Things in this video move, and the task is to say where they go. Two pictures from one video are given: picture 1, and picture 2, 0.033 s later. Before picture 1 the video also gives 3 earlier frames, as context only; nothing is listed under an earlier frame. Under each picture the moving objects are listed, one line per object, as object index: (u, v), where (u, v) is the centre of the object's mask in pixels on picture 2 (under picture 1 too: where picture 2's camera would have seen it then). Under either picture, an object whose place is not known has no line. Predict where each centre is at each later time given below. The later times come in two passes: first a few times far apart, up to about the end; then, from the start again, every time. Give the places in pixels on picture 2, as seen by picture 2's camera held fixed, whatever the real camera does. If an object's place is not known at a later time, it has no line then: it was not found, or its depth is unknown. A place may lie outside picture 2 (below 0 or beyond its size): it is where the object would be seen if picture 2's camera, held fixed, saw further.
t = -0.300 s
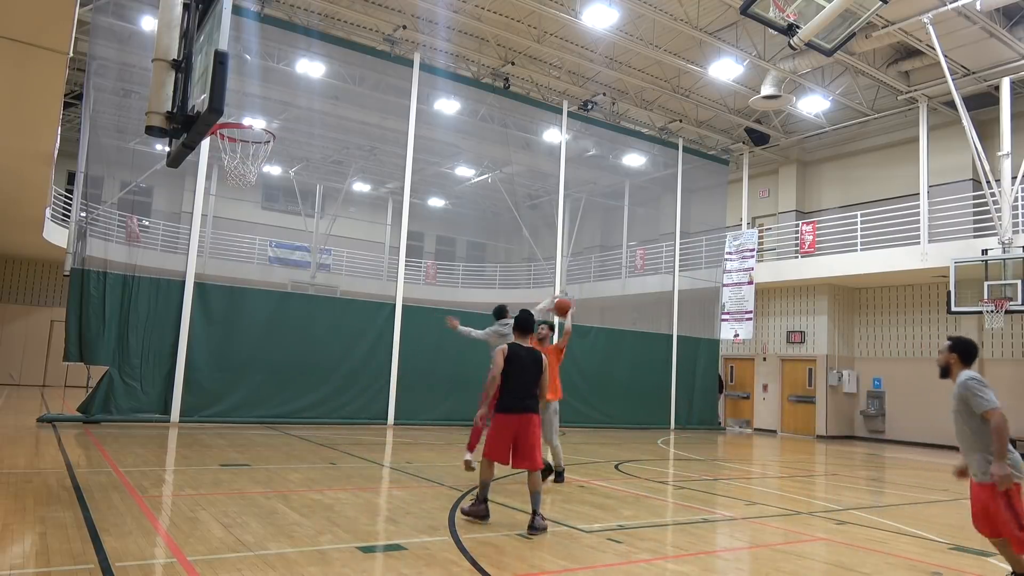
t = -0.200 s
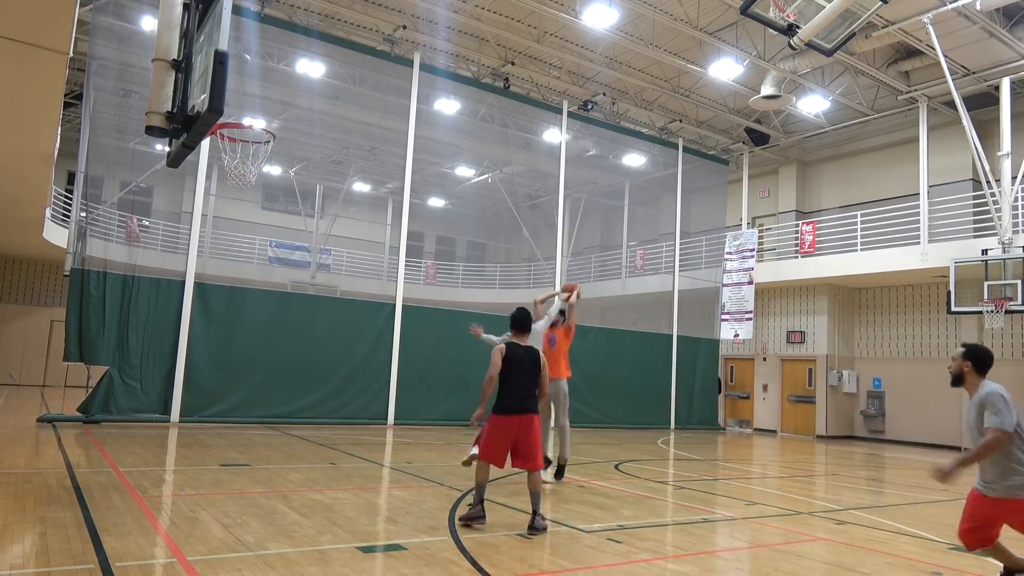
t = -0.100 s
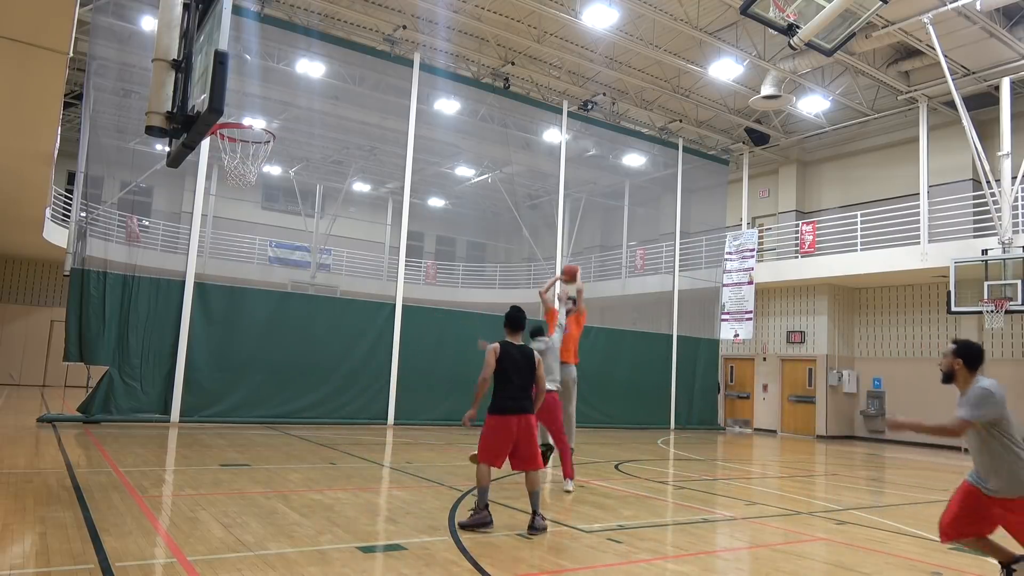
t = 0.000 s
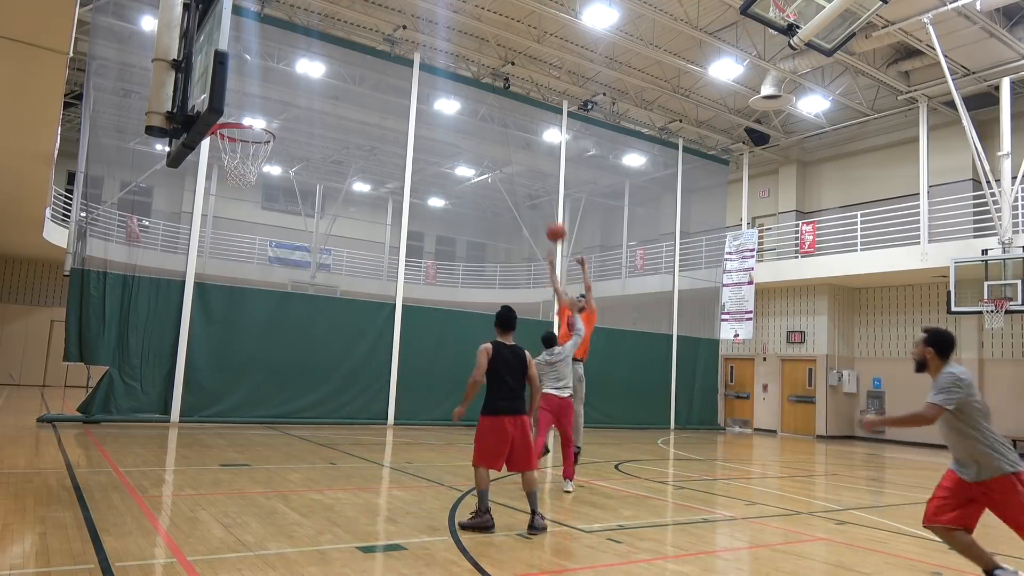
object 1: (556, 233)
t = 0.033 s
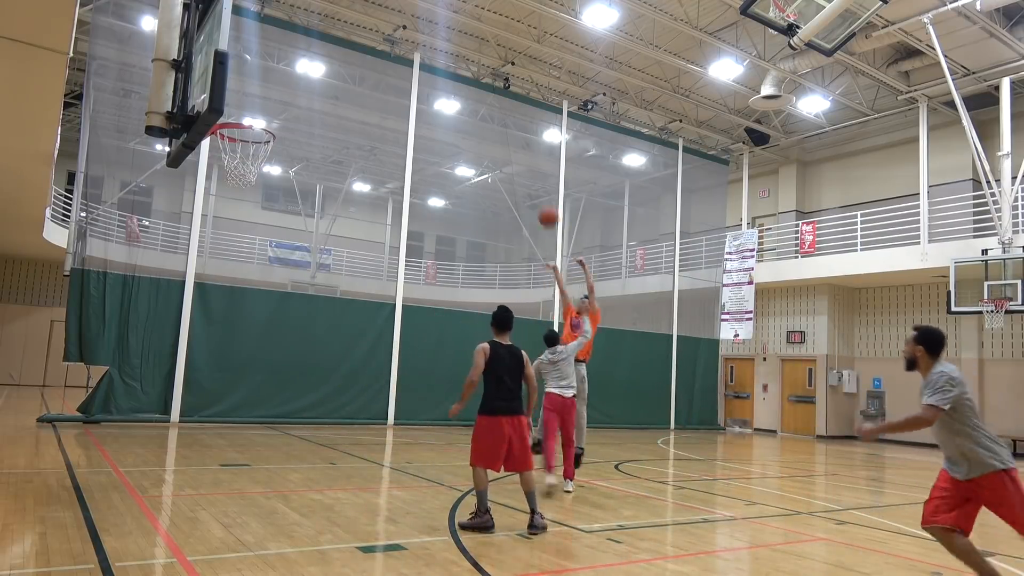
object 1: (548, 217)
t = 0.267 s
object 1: (492, 129)
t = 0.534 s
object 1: (414, 76)
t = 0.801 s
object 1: (318, 87)
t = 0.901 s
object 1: (275, 110)
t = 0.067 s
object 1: (541, 203)
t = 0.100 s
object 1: (534, 189)
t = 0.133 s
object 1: (526, 175)
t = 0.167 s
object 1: (517, 163)
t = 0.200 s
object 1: (509, 150)
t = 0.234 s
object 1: (501, 139)
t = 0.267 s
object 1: (492, 129)
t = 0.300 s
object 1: (483, 120)
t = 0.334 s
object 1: (474, 111)
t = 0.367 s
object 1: (465, 103)
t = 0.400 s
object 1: (455, 94)
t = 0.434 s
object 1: (445, 89)
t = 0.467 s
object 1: (435, 84)
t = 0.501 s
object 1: (425, 79)
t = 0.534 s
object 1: (414, 76)
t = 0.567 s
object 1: (403, 73)
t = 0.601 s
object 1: (392, 72)
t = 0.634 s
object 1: (380, 71)
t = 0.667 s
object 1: (369, 72)
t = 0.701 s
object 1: (356, 74)
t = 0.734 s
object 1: (344, 77)
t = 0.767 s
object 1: (331, 81)
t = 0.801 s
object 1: (318, 87)
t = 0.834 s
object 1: (304, 92)
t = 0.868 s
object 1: (289, 100)
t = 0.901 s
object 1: (275, 110)
